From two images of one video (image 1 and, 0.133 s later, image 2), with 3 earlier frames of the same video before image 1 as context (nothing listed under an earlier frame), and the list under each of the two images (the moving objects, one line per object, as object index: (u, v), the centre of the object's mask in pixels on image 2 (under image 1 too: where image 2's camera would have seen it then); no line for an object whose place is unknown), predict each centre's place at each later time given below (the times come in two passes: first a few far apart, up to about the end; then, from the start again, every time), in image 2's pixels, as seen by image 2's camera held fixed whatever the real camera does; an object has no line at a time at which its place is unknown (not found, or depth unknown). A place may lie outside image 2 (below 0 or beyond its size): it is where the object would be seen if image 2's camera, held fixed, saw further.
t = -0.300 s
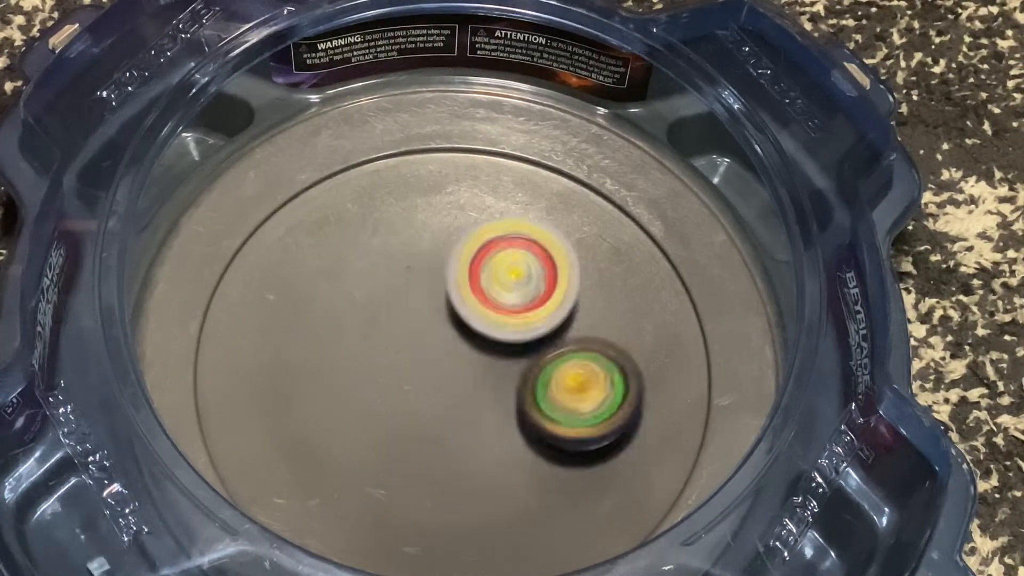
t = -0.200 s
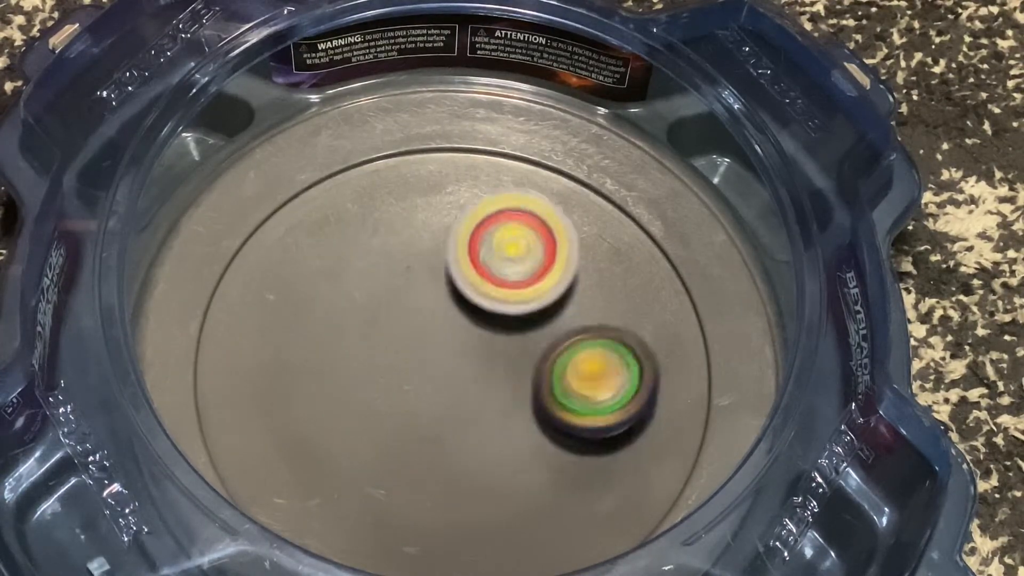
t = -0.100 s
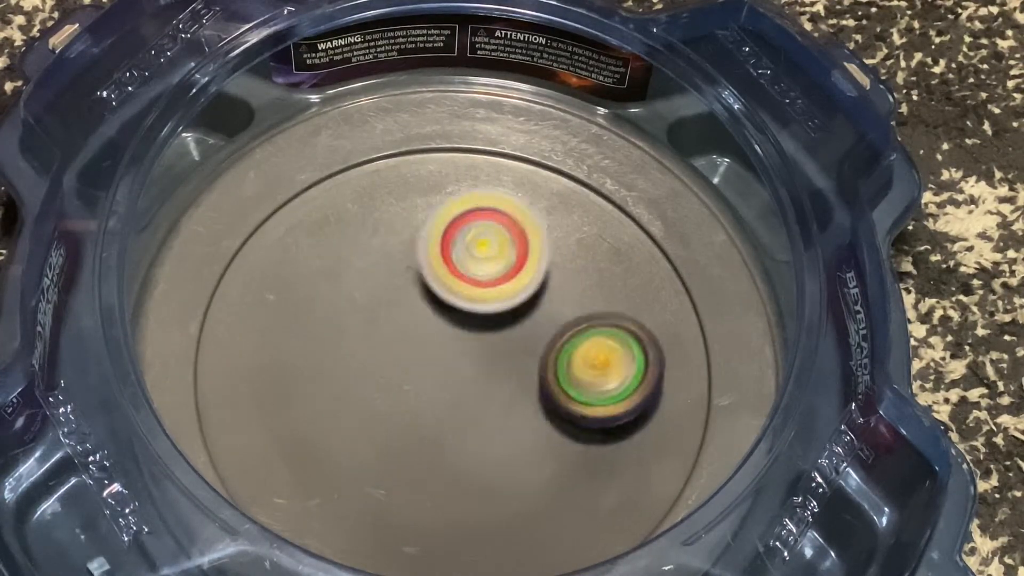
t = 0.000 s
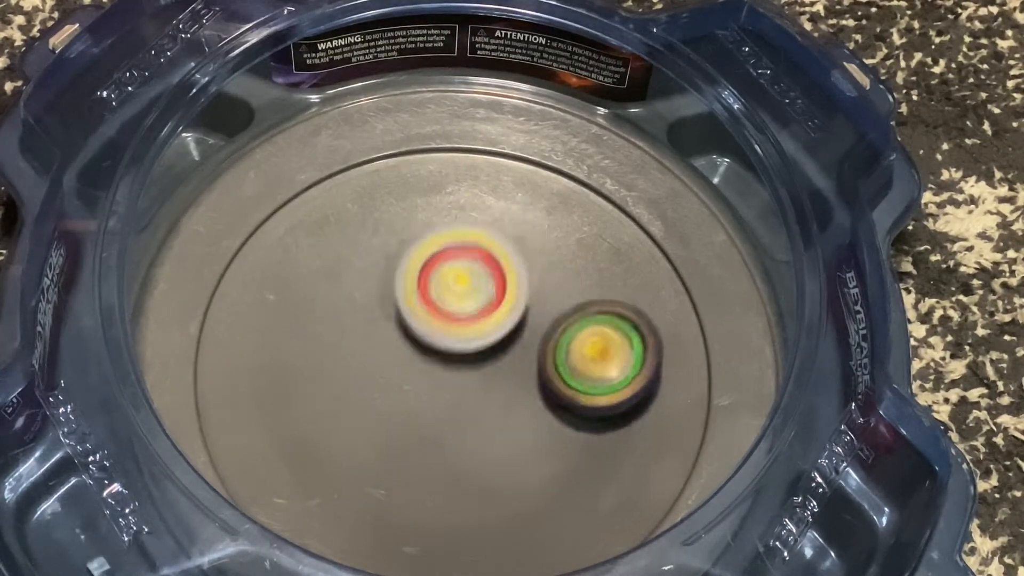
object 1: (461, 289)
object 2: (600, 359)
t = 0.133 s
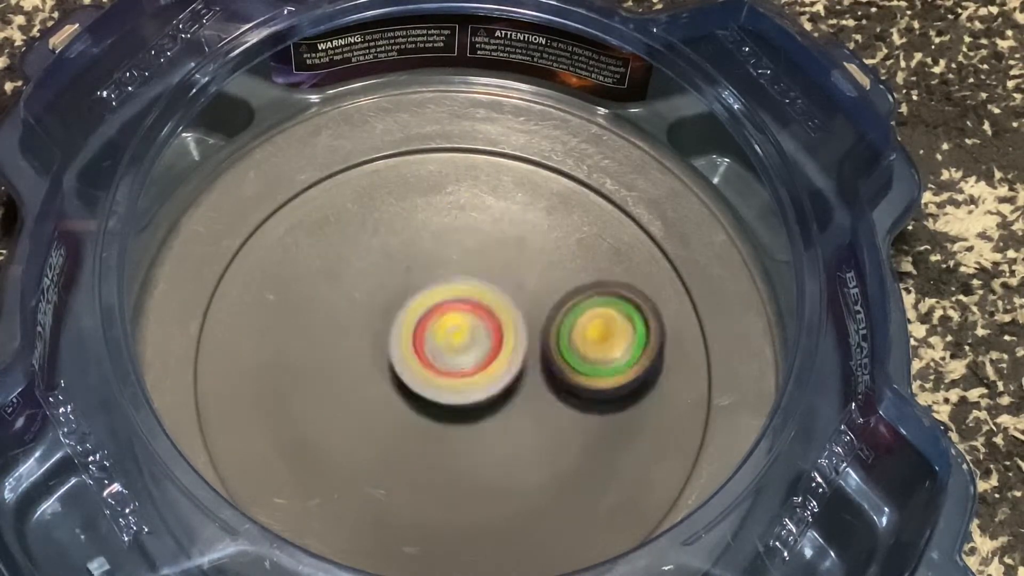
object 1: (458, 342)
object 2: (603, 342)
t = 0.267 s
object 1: (452, 380)
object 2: (592, 326)
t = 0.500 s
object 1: (466, 438)
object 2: (539, 301)
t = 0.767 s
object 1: (497, 401)
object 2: (463, 281)
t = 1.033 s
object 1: (435, 438)
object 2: (395, 266)
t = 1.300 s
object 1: (506, 428)
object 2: (351, 288)
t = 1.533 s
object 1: (459, 348)
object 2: (324, 323)
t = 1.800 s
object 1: (442, 308)
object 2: (320, 361)
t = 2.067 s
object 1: (448, 319)
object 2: (353, 414)
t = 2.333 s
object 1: (482, 306)
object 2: (421, 439)
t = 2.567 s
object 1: (448, 321)
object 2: (496, 437)
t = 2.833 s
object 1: (432, 364)
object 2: (575, 412)
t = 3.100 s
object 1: (448, 346)
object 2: (593, 370)
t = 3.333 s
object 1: (416, 366)
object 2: (569, 327)
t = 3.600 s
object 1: (439, 388)
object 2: (516, 278)
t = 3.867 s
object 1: (459, 447)
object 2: (455, 267)
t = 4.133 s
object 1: (458, 382)
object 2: (387, 281)
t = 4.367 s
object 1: (493, 435)
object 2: (329, 275)
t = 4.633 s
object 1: (562, 420)
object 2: (338, 327)
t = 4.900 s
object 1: (514, 368)
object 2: (347, 394)
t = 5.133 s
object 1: (558, 307)
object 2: (382, 419)
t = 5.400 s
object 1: (457, 275)
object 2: (465, 414)
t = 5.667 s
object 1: (383, 353)
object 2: (562, 382)
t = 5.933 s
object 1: (424, 439)
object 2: (593, 343)
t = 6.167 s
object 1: (499, 413)
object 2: (571, 317)
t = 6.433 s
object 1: (446, 451)
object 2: (515, 288)
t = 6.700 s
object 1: (454, 410)
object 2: (433, 297)
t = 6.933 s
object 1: (443, 430)
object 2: (371, 316)
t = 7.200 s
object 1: (479, 403)
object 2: (337, 360)
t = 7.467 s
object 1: (531, 355)
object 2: (366, 408)
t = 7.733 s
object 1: (501, 291)
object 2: (442, 424)
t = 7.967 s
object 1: (414, 293)
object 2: (546, 406)
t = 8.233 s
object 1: (369, 365)
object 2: (598, 370)
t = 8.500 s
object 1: (438, 420)
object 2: (575, 334)
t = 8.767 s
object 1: (471, 402)
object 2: (495, 293)
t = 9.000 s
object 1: (449, 423)
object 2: (402, 296)
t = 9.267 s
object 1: (451, 414)
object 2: (336, 325)
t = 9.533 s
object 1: (464, 357)
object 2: (319, 361)
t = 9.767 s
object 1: (458, 295)
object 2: (361, 402)
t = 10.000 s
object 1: (424, 293)
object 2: (479, 423)
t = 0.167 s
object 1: (455, 353)
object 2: (602, 337)
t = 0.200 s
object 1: (454, 363)
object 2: (599, 333)
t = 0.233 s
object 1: (452, 372)
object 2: (596, 330)
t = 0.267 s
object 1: (452, 380)
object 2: (592, 326)
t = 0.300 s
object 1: (450, 388)
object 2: (585, 322)
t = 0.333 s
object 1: (449, 396)
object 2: (579, 319)
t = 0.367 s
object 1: (448, 404)
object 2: (572, 316)
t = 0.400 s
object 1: (449, 413)
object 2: (565, 312)
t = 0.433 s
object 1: (451, 423)
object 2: (557, 308)
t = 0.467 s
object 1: (457, 431)
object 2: (548, 305)
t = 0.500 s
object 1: (466, 438)
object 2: (539, 301)
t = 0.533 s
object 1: (478, 444)
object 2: (530, 298)
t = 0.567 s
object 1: (492, 446)
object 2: (520, 295)
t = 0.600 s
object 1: (505, 444)
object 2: (511, 292)
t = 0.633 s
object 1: (515, 438)
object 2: (500, 289)
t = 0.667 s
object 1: (518, 428)
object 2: (491, 287)
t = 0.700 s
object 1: (516, 418)
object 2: (481, 285)
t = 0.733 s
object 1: (508, 410)
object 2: (472, 284)
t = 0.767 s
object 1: (497, 401)
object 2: (463, 281)
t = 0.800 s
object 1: (484, 393)
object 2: (452, 278)
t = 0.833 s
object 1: (467, 389)
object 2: (444, 273)
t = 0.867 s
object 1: (455, 394)
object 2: (435, 267)
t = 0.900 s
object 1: (444, 401)
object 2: (426, 266)
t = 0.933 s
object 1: (436, 409)
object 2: (419, 265)
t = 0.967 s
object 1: (432, 419)
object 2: (410, 264)
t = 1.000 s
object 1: (431, 428)
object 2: (403, 265)
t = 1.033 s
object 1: (435, 438)
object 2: (395, 266)
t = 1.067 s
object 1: (440, 447)
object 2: (388, 267)
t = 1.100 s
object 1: (449, 456)
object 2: (382, 269)
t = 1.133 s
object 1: (461, 461)
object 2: (375, 271)
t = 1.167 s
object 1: (474, 463)
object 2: (369, 273)
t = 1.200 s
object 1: (487, 461)
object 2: (364, 277)
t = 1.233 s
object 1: (499, 454)
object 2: (359, 281)
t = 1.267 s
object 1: (505, 442)
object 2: (355, 284)
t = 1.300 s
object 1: (506, 428)
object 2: (351, 288)
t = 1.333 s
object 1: (502, 415)
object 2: (348, 293)
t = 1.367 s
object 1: (492, 402)
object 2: (344, 298)
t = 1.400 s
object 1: (481, 390)
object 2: (343, 305)
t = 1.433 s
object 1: (469, 377)
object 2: (342, 312)
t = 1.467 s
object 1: (461, 368)
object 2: (337, 316)
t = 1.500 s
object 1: (461, 359)
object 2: (328, 319)
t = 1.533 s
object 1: (459, 348)
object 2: (324, 323)
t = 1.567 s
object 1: (457, 338)
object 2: (321, 328)
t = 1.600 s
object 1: (460, 330)
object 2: (314, 331)
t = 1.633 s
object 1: (463, 324)
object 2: (313, 336)
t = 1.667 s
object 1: (464, 316)
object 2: (313, 340)
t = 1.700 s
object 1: (463, 311)
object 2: (314, 345)
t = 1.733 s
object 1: (458, 307)
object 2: (315, 350)
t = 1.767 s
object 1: (451, 306)
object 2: (318, 356)
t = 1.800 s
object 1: (442, 308)
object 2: (320, 361)
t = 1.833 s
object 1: (439, 308)
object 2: (320, 370)
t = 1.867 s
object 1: (440, 309)
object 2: (323, 378)
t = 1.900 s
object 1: (439, 310)
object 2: (327, 385)
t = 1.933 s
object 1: (440, 311)
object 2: (332, 391)
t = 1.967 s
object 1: (440, 313)
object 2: (336, 397)
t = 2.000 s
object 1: (442, 316)
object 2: (342, 403)
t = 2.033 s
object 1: (445, 318)
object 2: (347, 409)
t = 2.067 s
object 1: (448, 319)
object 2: (353, 414)
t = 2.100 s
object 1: (452, 320)
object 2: (361, 419)
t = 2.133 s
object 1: (457, 321)
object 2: (368, 424)
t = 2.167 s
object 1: (462, 320)
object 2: (376, 427)
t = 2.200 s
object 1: (467, 318)
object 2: (384, 431)
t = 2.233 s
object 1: (473, 316)
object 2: (393, 434)
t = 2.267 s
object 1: (477, 313)
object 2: (403, 437)
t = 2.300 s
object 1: (481, 309)
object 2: (412, 439)
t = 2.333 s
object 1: (482, 306)
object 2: (421, 439)
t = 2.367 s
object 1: (481, 303)
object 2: (430, 440)
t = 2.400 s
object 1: (477, 301)
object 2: (441, 439)
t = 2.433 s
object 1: (472, 301)
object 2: (451, 439)
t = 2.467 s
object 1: (465, 304)
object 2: (462, 439)
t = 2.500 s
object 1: (458, 308)
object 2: (473, 438)
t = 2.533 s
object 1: (453, 313)
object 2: (484, 438)
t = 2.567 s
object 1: (448, 321)
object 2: (496, 437)
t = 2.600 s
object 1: (443, 323)
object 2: (509, 437)
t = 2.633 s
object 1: (439, 326)
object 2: (520, 435)
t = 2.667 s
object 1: (435, 331)
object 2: (532, 432)
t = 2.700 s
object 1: (431, 337)
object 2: (543, 429)
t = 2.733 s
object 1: (430, 344)
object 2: (552, 425)
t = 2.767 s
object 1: (429, 351)
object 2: (561, 421)
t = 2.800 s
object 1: (431, 359)
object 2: (569, 416)
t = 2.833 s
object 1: (432, 364)
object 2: (575, 412)
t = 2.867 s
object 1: (437, 368)
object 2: (580, 407)
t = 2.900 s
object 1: (440, 369)
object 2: (585, 403)
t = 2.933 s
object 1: (444, 368)
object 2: (588, 398)
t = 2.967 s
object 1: (447, 366)
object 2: (591, 393)
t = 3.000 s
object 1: (449, 362)
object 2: (592, 388)
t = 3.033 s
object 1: (450, 357)
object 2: (594, 383)
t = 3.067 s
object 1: (449, 351)
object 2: (594, 377)
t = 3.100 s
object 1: (448, 346)
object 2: (593, 370)
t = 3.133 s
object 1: (443, 342)
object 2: (591, 364)
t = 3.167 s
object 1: (438, 341)
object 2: (589, 357)
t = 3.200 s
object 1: (433, 342)
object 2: (586, 350)
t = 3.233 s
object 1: (427, 345)
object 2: (583, 343)
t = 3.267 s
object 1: (422, 350)
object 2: (579, 338)
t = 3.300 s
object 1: (418, 357)
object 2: (574, 332)
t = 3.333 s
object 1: (416, 366)
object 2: (569, 327)
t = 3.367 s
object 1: (417, 375)
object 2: (563, 321)
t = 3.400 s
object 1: (422, 383)
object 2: (556, 316)
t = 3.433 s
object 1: (428, 390)
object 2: (550, 310)
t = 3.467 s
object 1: (435, 392)
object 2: (542, 304)
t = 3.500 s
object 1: (442, 391)
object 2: (535, 300)
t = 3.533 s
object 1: (446, 386)
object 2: (526, 293)
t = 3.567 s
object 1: (444, 383)
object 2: (521, 288)
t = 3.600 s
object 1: (439, 388)
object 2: (516, 278)
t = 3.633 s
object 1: (432, 395)
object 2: (508, 273)
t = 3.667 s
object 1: (428, 402)
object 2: (502, 271)
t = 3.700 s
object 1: (427, 411)
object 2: (494, 269)
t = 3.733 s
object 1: (429, 419)
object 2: (486, 267)
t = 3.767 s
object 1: (432, 428)
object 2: (478, 266)
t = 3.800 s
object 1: (437, 437)
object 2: (470, 265)
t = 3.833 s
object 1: (447, 444)
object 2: (462, 265)
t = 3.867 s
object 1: (459, 447)
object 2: (455, 267)
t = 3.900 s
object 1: (472, 446)
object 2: (446, 267)
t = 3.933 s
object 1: (482, 440)
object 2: (438, 269)
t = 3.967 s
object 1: (486, 430)
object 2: (430, 271)
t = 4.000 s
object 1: (484, 419)
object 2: (422, 274)
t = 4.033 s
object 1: (477, 407)
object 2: (414, 276)
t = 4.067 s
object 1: (469, 395)
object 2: (407, 282)
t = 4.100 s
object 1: (460, 385)
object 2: (397, 283)
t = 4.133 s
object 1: (458, 382)
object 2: (387, 281)
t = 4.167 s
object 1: (455, 379)
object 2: (379, 282)
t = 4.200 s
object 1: (461, 388)
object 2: (363, 272)
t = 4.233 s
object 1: (468, 398)
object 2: (348, 267)
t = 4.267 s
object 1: (473, 408)
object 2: (340, 268)
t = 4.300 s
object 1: (479, 419)
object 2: (335, 270)
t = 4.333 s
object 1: (486, 428)
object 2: (332, 272)
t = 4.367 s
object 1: (493, 435)
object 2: (329, 275)
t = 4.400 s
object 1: (500, 441)
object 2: (327, 279)
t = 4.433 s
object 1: (509, 447)
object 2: (327, 283)
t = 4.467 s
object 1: (520, 450)
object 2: (327, 289)
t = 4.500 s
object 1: (532, 450)
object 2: (328, 296)
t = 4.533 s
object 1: (544, 447)
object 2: (330, 302)
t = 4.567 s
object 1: (554, 441)
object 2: (332, 310)
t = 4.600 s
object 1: (560, 431)
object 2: (335, 318)
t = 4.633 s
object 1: (562, 420)
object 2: (338, 327)
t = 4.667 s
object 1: (560, 410)
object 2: (342, 336)
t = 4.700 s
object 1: (553, 401)
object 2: (346, 345)
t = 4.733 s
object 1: (544, 394)
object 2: (350, 354)
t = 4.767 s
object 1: (531, 388)
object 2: (356, 362)
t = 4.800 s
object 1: (516, 384)
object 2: (362, 370)
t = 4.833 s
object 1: (502, 380)
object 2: (368, 379)
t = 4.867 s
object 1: (501, 376)
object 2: (363, 389)
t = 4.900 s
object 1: (514, 368)
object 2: (347, 394)
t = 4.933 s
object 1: (524, 361)
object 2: (341, 399)
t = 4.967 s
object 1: (536, 354)
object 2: (343, 403)
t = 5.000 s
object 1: (545, 347)
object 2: (349, 408)
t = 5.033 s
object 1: (553, 338)
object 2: (356, 411)
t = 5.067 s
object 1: (559, 328)
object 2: (364, 415)
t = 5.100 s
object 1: (560, 317)
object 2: (372, 416)
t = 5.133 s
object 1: (558, 307)
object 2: (382, 419)
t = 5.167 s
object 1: (551, 296)
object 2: (391, 421)
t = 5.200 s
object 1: (542, 287)
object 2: (401, 422)
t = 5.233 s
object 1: (531, 280)
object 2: (411, 421)
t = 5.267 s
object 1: (518, 274)
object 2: (421, 420)
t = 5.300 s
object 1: (501, 271)
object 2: (431, 419)
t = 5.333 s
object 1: (487, 270)
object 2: (442, 417)
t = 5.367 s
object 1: (471, 271)
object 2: (453, 416)
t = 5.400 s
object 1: (457, 275)
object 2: (465, 414)
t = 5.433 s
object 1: (442, 280)
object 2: (479, 412)
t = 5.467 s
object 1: (429, 288)
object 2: (492, 410)
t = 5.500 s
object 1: (417, 296)
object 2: (505, 406)
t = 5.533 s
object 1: (407, 306)
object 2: (519, 403)
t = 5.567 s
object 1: (399, 317)
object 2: (530, 399)
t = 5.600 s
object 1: (392, 328)
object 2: (542, 394)
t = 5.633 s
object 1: (387, 341)
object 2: (552, 388)
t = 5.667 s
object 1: (383, 353)
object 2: (562, 382)
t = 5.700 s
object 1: (381, 366)
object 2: (570, 376)
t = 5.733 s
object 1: (382, 378)
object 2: (576, 369)
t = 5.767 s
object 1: (382, 390)
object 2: (582, 364)
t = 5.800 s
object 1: (388, 402)
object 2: (586, 359)
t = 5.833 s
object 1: (394, 413)
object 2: (590, 354)
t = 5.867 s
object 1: (402, 424)
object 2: (592, 349)
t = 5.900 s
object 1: (412, 431)
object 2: (593, 345)
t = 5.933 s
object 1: (424, 439)
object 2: (593, 343)
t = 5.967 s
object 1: (438, 444)
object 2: (593, 339)
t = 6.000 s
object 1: (452, 447)
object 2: (591, 335)
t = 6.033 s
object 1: (468, 446)
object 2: (589, 333)
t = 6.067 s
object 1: (481, 441)
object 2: (585, 329)
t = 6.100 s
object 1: (492, 435)
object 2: (580, 327)
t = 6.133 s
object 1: (499, 423)
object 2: (576, 322)
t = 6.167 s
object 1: (499, 413)
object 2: (571, 317)
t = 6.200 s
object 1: (491, 413)
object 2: (569, 309)
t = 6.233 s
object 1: (480, 416)
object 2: (564, 303)
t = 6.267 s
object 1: (467, 421)
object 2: (558, 299)
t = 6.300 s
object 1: (456, 426)
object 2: (550, 296)
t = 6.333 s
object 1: (449, 432)
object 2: (542, 294)
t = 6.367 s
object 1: (445, 438)
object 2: (534, 291)
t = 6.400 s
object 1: (443, 445)
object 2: (525, 289)
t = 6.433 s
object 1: (446, 451)
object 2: (515, 288)
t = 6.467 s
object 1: (451, 457)
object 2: (506, 290)
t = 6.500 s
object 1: (457, 457)
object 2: (497, 290)
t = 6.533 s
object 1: (461, 454)
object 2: (487, 289)
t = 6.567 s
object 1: (466, 448)
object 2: (476, 290)
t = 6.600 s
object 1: (468, 438)
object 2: (466, 292)
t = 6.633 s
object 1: (466, 428)
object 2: (456, 294)
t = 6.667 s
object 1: (462, 418)
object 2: (445, 297)
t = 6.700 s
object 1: (454, 410)
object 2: (433, 297)
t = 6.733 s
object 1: (449, 407)
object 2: (421, 293)
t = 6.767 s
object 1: (442, 404)
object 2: (410, 293)
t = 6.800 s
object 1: (438, 406)
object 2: (401, 294)
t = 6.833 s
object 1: (436, 410)
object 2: (392, 297)
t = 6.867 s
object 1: (436, 417)
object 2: (384, 302)
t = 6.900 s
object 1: (437, 422)
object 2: (377, 309)
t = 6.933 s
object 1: (443, 430)
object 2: (371, 316)
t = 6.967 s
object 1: (449, 434)
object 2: (366, 322)
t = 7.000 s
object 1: (457, 435)
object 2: (361, 325)
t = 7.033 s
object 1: (463, 434)
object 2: (357, 335)
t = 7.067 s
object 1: (466, 430)
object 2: (354, 342)
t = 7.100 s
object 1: (468, 421)
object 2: (352, 349)
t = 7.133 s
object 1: (466, 413)
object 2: (350, 353)
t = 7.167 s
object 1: (469, 408)
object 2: (345, 359)
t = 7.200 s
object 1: (479, 403)
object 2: (337, 360)
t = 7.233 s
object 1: (486, 401)
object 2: (334, 364)
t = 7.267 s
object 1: (496, 395)
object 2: (335, 370)
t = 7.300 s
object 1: (505, 389)
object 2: (337, 377)
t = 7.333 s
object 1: (510, 382)
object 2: (341, 384)
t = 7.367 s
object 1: (517, 376)
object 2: (346, 390)
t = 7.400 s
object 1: (523, 370)
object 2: (352, 396)
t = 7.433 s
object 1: (527, 362)
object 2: (359, 402)
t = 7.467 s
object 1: (531, 355)
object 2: (366, 408)
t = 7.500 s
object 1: (535, 348)
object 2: (374, 412)
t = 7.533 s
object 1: (536, 339)
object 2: (382, 416)
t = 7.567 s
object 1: (535, 330)
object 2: (391, 420)
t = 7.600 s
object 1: (534, 321)
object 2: (401, 422)
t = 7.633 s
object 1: (529, 311)
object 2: (411, 423)
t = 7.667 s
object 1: (520, 302)
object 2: (421, 424)
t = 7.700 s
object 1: (511, 298)
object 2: (432, 424)
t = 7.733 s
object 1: (501, 291)
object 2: (442, 424)
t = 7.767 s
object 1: (487, 286)
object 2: (455, 422)
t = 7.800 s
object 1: (474, 285)
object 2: (468, 421)
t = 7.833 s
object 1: (464, 283)
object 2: (483, 419)
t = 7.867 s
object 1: (450, 284)
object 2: (498, 416)
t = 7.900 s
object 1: (436, 287)
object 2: (516, 414)
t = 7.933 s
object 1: (427, 291)
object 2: (530, 411)
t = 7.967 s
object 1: (414, 293)
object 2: (546, 406)
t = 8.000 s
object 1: (404, 300)
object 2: (556, 403)
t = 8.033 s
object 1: (396, 308)
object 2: (567, 396)
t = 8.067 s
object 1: (388, 313)
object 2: (576, 391)
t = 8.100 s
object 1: (381, 323)
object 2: (582, 387)
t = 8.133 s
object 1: (375, 334)
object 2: (588, 382)
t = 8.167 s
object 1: (372, 342)
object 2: (592, 379)
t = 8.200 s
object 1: (369, 353)
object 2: (595, 375)
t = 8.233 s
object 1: (369, 365)
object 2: (598, 370)
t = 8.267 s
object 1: (373, 374)
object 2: (598, 368)
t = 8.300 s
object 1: (375, 385)
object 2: (598, 363)
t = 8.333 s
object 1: (382, 395)
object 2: (596, 357)
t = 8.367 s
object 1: (393, 403)
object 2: (594, 354)
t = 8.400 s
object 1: (400, 410)
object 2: (591, 349)
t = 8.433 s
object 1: (414, 416)
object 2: (587, 344)
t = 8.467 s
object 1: (428, 420)
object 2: (582, 339)
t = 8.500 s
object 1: (438, 420)
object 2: (575, 334)
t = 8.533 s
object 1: (452, 420)
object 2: (568, 329)
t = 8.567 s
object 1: (464, 415)
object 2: (560, 325)
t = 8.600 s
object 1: (471, 406)
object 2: (554, 319)
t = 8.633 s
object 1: (474, 403)
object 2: (546, 312)
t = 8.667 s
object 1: (475, 402)
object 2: (534, 303)
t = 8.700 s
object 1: (475, 401)
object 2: (521, 298)
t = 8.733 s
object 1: (472, 402)
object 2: (510, 296)
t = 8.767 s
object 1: (471, 402)
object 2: (495, 293)
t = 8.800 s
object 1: (466, 405)
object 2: (480, 291)
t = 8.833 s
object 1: (461, 407)
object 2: (466, 292)
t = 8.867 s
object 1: (458, 411)
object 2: (452, 292)
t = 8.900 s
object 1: (454, 414)
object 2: (439, 292)
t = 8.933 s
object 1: (451, 416)
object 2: (426, 294)
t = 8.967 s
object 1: (449, 420)
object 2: (414, 294)
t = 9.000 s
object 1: (449, 423)
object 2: (402, 296)
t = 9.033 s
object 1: (447, 425)
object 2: (391, 299)
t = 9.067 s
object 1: (448, 427)
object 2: (380, 302)
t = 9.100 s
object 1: (451, 427)
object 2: (370, 305)
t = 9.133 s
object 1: (450, 428)
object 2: (362, 308)
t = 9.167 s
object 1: (452, 426)
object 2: (354, 312)
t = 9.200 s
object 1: (453, 423)
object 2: (347, 317)
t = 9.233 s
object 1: (452, 419)
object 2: (341, 321)
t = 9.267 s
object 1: (451, 414)
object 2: (336, 325)
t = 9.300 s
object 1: (446, 404)
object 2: (332, 331)
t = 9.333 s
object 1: (443, 398)
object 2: (327, 336)
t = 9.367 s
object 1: (448, 394)
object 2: (317, 337)
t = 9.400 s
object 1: (455, 390)
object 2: (312, 338)
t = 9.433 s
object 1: (459, 384)
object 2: (312, 343)
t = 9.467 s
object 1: (462, 376)
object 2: (312, 348)
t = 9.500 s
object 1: (463, 368)
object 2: (315, 355)
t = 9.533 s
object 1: (464, 357)
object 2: (319, 361)
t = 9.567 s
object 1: (462, 347)
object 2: (323, 367)
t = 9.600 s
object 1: (458, 339)
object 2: (329, 372)
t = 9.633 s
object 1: (456, 330)
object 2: (333, 379)
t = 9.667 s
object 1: (459, 319)
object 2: (334, 388)
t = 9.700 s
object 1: (463, 310)
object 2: (341, 394)
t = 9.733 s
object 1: (463, 302)
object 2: (350, 399)
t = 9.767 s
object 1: (458, 295)
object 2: (361, 402)
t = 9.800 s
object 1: (453, 291)
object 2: (372, 406)
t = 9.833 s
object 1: (445, 288)
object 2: (386, 408)
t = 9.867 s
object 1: (437, 288)
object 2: (401, 411)
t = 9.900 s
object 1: (431, 292)
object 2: (418, 412)
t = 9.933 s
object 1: (426, 295)
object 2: (437, 415)
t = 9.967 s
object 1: (426, 294)
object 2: (457, 419)
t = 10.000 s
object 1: (424, 293)
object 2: (479, 423)
